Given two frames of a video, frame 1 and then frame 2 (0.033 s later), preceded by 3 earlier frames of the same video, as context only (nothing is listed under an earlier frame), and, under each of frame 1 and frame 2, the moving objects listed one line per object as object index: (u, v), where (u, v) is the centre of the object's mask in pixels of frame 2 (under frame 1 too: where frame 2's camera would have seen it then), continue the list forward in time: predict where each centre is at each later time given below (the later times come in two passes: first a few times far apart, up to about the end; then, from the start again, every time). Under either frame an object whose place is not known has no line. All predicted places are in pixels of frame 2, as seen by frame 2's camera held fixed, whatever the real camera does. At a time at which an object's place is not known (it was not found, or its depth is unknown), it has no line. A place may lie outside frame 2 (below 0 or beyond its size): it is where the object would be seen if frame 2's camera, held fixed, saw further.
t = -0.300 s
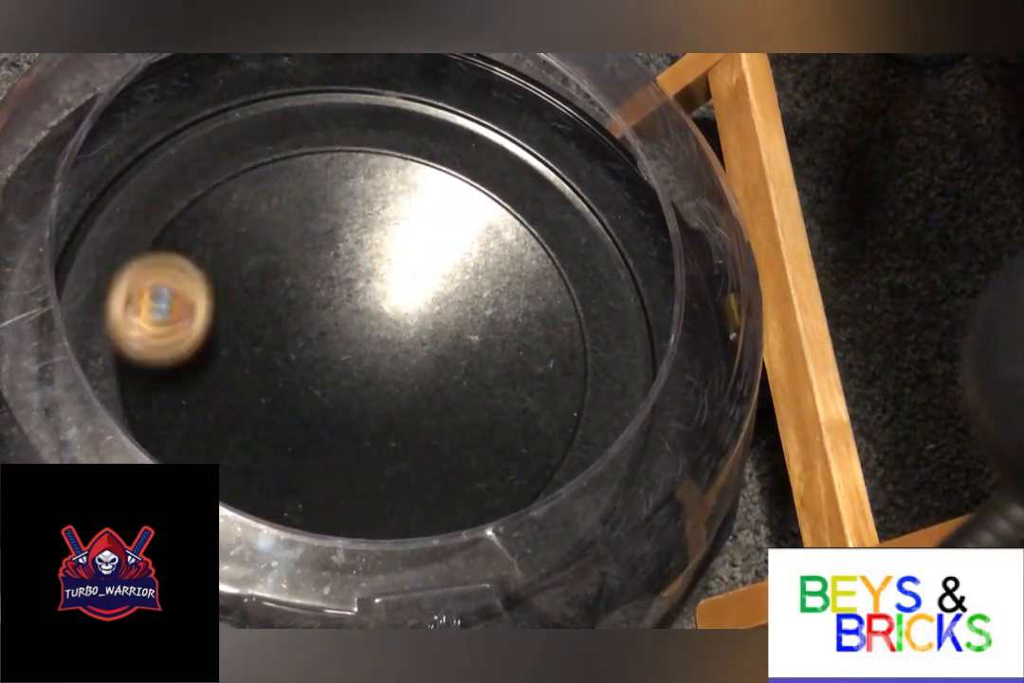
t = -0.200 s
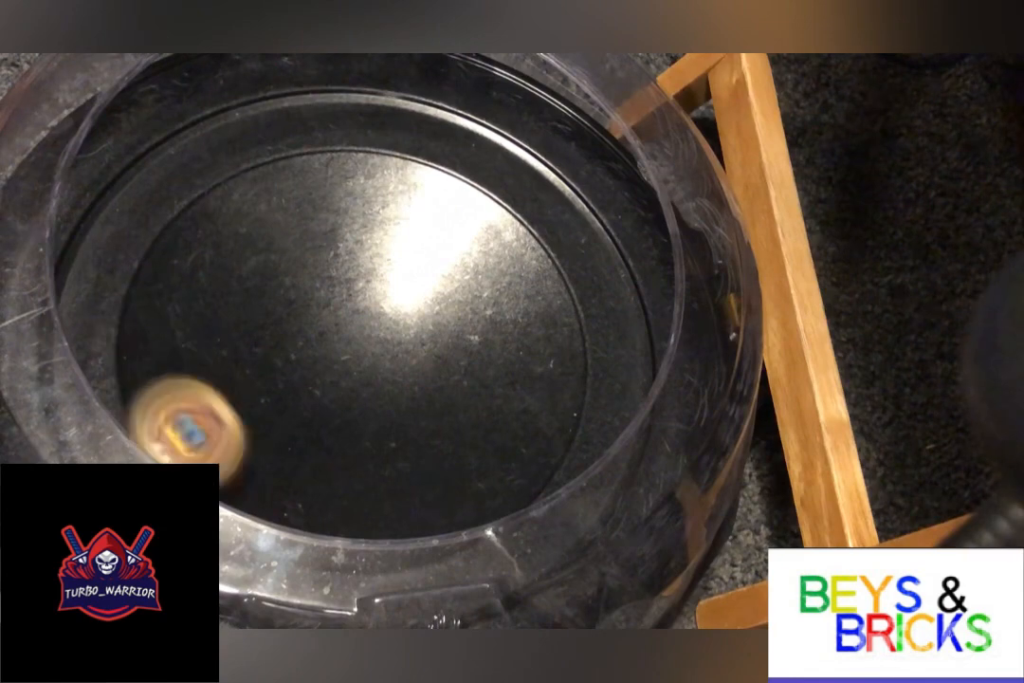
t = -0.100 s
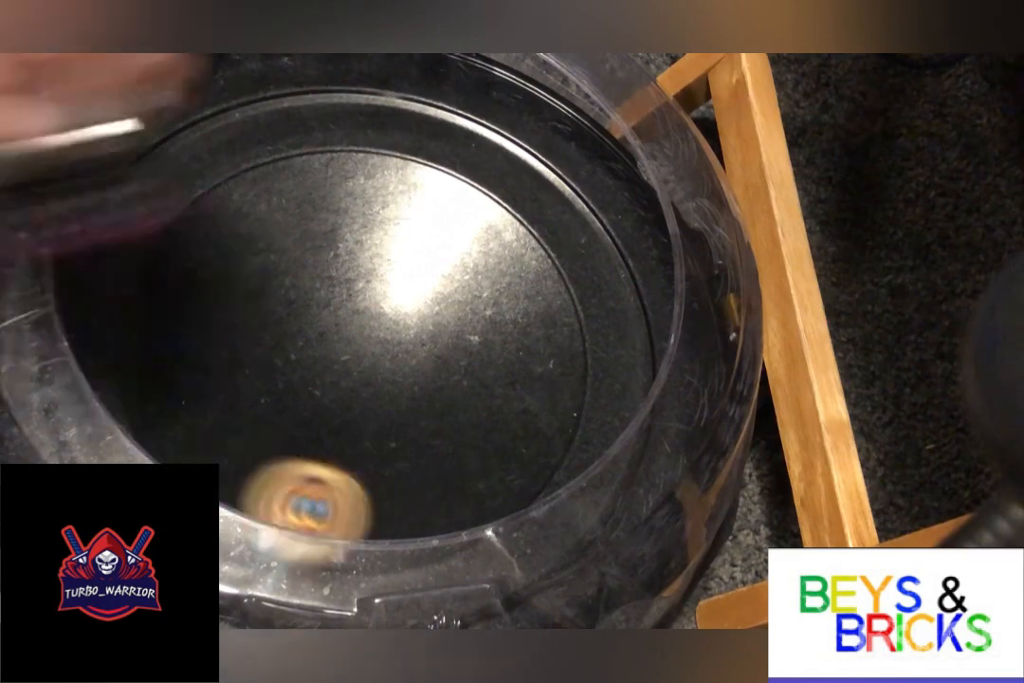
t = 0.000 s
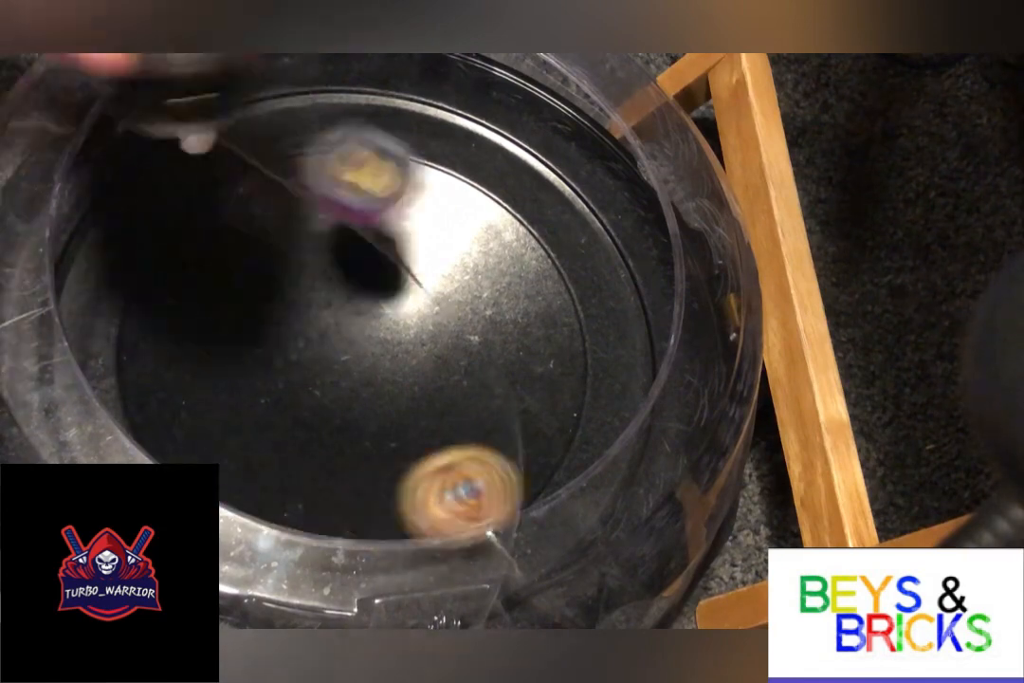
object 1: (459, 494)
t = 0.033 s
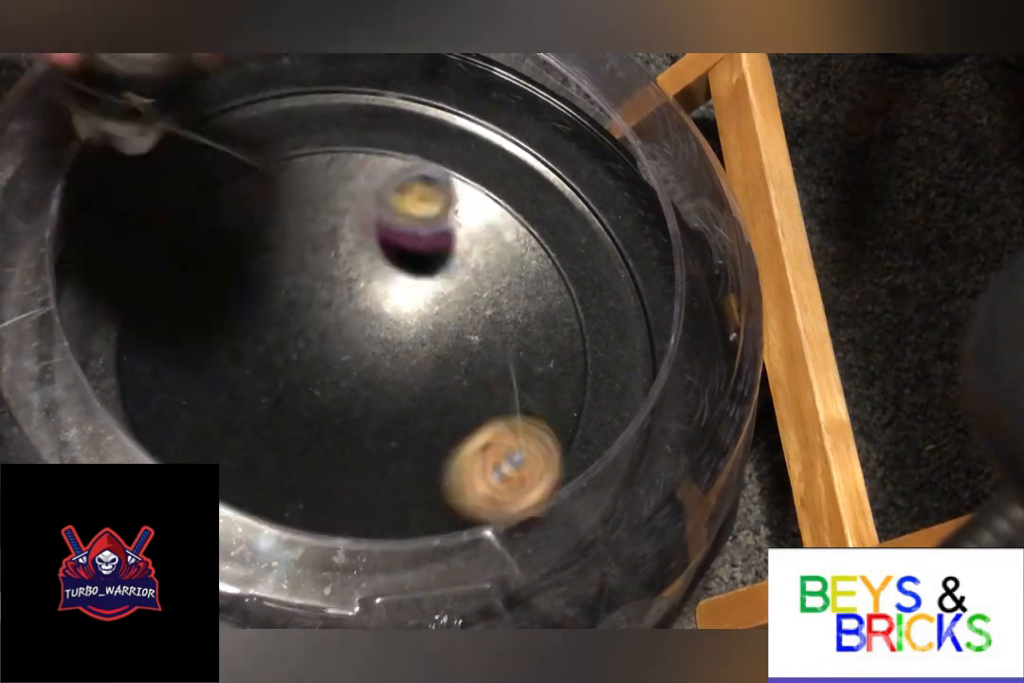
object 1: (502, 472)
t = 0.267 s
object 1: (674, 287)
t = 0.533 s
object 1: (645, 264)
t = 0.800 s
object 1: (594, 255)
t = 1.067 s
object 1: (525, 176)
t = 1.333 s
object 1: (348, 134)
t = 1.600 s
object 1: (221, 422)
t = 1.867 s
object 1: (515, 479)
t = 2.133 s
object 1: (621, 256)
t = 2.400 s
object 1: (447, 139)
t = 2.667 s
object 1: (252, 106)
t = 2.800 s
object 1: (161, 122)
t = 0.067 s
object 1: (539, 438)
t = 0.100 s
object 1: (570, 406)
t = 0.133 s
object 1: (590, 367)
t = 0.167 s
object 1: (603, 329)
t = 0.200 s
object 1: (625, 307)
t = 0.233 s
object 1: (647, 302)
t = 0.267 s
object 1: (674, 287)
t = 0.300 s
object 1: (684, 283)
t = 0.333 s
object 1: (689, 282)
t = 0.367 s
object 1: (679, 276)
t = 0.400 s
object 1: (669, 272)
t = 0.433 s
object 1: (654, 269)
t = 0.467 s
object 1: (648, 267)
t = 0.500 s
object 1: (646, 265)
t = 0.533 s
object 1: (645, 264)
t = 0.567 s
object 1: (645, 263)
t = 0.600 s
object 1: (644, 263)
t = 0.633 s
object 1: (643, 264)
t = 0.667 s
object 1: (639, 262)
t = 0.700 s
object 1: (633, 260)
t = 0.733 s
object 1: (616, 257)
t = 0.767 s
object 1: (603, 255)
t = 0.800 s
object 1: (594, 255)
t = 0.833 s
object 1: (588, 256)
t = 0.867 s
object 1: (582, 260)
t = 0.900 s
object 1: (576, 264)
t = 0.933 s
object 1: (570, 267)
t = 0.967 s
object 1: (558, 270)
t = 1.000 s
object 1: (539, 271)
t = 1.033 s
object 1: (528, 244)
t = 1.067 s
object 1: (525, 176)
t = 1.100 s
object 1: (519, 124)
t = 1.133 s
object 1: (508, 84)
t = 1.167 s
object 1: (478, 80)
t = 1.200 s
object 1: (448, 89)
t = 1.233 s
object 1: (418, 99)
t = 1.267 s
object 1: (392, 110)
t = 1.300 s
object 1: (369, 121)
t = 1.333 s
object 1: (348, 134)
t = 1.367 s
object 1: (323, 155)
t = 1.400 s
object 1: (295, 183)
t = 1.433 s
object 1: (269, 215)
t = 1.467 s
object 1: (241, 253)
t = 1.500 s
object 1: (220, 294)
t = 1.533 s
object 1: (209, 340)
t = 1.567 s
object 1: (210, 384)
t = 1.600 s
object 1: (221, 422)
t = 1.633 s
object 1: (245, 457)
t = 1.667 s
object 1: (275, 483)
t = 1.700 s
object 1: (312, 499)
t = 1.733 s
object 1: (357, 521)
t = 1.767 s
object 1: (403, 523)
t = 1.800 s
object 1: (446, 515)
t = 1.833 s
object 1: (485, 500)
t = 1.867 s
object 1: (515, 479)
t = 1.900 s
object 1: (542, 451)
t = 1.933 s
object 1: (600, 425)
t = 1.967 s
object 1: (663, 399)
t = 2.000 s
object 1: (697, 369)
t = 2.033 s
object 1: (683, 338)
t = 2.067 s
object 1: (665, 308)
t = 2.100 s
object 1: (639, 282)
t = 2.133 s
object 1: (621, 256)
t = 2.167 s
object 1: (600, 233)
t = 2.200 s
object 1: (580, 212)
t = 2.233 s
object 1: (560, 196)
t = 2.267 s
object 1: (535, 182)
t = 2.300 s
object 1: (517, 168)
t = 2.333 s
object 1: (494, 157)
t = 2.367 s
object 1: (470, 147)
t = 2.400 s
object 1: (447, 139)
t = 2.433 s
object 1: (419, 131)
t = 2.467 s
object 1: (395, 125)
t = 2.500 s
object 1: (372, 119)
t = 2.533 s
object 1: (347, 115)
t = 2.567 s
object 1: (325, 111)
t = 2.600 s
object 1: (300, 108)
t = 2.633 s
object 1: (275, 106)
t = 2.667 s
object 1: (252, 106)
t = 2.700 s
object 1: (229, 107)
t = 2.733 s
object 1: (211, 107)
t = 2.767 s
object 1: (183, 112)
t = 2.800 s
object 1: (161, 122)
